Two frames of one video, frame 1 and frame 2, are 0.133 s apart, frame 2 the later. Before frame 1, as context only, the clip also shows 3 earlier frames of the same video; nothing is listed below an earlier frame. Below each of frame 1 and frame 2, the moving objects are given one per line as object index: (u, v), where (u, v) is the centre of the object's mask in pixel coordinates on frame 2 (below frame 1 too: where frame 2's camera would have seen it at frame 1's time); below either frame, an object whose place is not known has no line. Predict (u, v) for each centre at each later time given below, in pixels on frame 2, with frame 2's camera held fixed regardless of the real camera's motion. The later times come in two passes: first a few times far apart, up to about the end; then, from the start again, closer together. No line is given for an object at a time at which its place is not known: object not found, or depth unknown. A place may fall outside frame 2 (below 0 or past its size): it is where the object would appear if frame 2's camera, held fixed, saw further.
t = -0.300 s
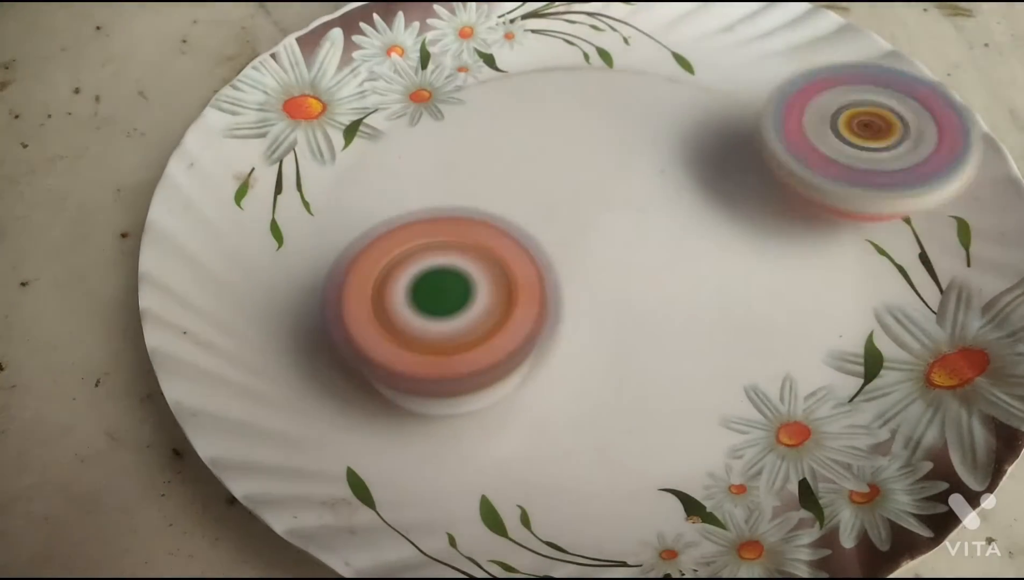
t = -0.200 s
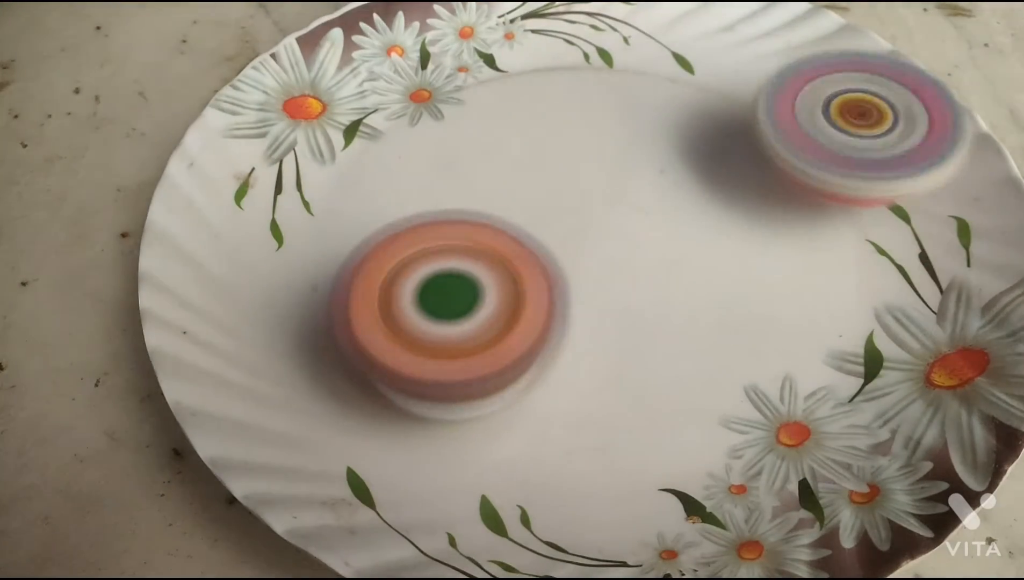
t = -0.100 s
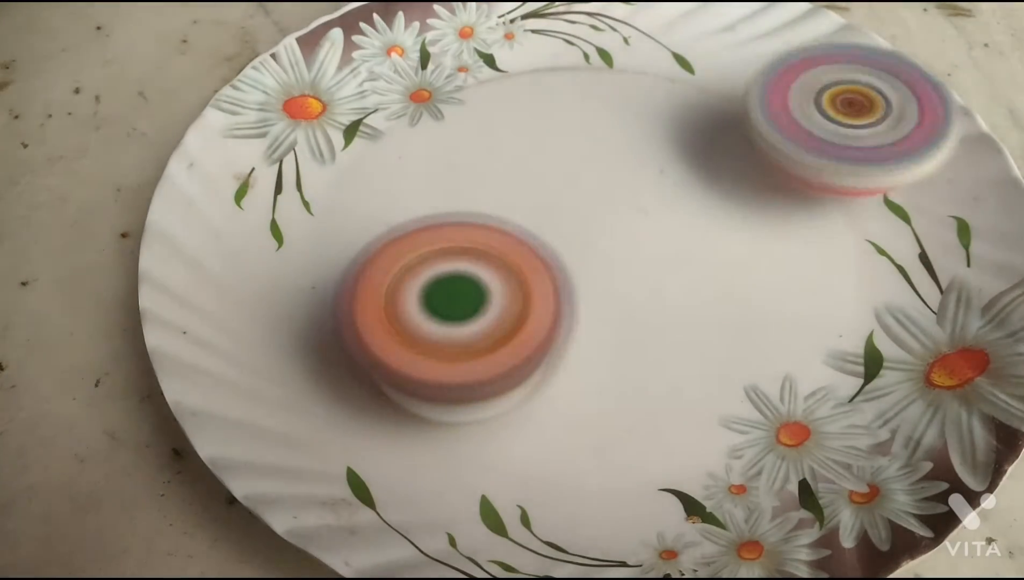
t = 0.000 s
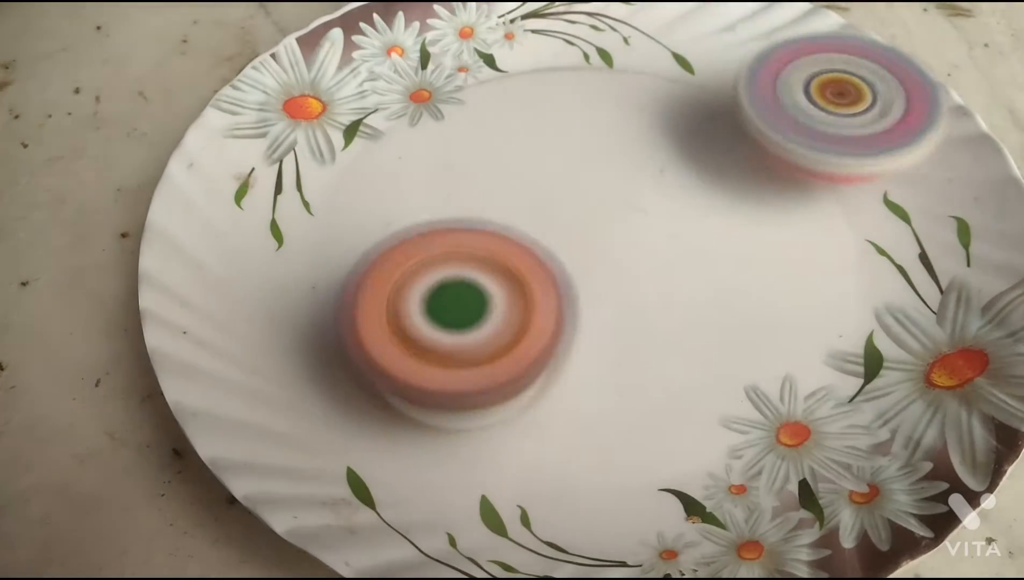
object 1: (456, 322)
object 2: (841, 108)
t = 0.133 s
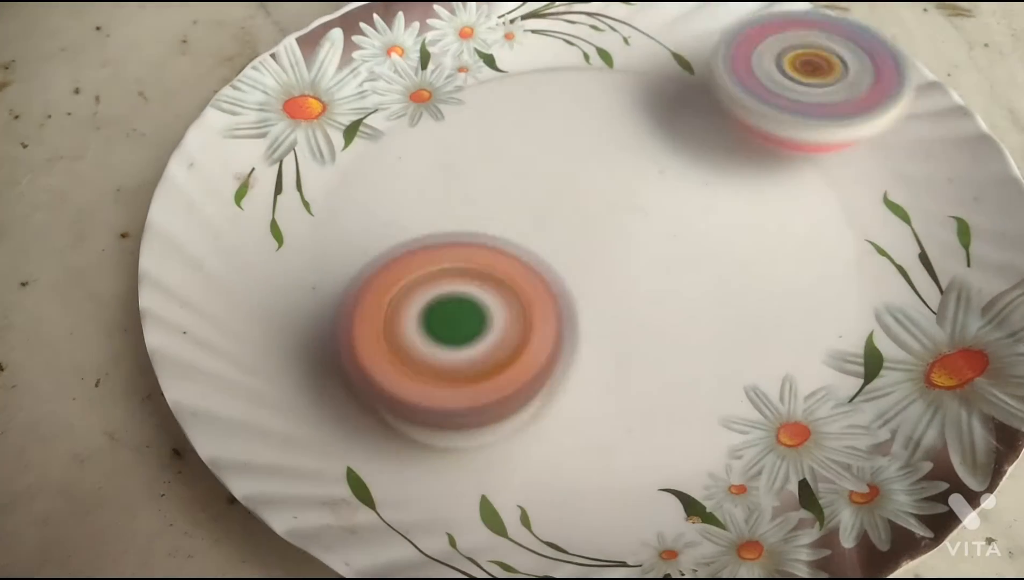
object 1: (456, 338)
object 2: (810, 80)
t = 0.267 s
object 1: (454, 357)
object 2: (788, 65)
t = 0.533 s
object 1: (453, 389)
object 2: (757, 54)
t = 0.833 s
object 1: (459, 399)
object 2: (724, 45)
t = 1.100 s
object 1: (465, 400)
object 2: (686, 39)
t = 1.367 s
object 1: (488, 405)
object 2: (662, 36)
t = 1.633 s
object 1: (527, 411)
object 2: (644, 35)
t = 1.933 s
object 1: (575, 411)
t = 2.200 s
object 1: (620, 414)
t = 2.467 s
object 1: (659, 410)
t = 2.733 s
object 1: (699, 408)
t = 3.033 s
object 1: (739, 402)
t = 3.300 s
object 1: (758, 393)
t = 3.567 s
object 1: (785, 385)
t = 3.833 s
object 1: (801, 378)
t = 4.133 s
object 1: (808, 371)
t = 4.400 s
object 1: (813, 371)
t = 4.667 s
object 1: (803, 382)
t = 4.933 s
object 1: (785, 393)
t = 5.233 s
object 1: (749, 406)
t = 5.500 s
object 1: (719, 417)
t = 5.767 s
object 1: (693, 426)
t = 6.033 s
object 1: (669, 430)
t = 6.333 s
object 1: (654, 424)
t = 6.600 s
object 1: (666, 424)
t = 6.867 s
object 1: (685, 423)
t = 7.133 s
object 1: (699, 416)
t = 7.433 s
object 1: (719, 405)
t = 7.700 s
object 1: (742, 408)
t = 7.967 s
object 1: (743, 404)
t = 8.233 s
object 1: (762, 398)
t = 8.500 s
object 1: (774, 396)
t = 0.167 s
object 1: (454, 343)
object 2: (803, 74)
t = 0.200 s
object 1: (455, 348)
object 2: (797, 69)
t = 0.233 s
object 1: (454, 352)
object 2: (792, 67)
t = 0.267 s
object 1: (454, 357)
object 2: (788, 65)
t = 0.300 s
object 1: (454, 361)
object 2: (784, 62)
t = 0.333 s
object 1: (454, 365)
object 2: (780, 60)
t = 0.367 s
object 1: (454, 372)
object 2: (775, 58)
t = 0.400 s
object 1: (453, 376)
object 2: (771, 57)
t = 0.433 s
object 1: (451, 379)
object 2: (769, 56)
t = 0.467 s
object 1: (452, 384)
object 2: (764, 55)
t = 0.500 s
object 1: (453, 387)
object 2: (761, 55)
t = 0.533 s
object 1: (453, 389)
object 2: (757, 54)
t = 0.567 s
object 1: (453, 393)
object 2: (753, 53)
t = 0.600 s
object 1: (455, 396)
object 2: (750, 52)
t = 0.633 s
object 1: (455, 397)
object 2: (746, 51)
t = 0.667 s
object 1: (455, 398)
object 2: (743, 50)
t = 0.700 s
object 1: (457, 400)
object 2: (740, 48)
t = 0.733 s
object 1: (458, 400)
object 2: (737, 47)
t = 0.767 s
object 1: (458, 399)
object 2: (733, 47)
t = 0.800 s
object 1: (458, 399)
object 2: (729, 46)
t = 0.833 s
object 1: (459, 399)
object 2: (724, 45)
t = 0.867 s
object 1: (460, 399)
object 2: (718, 43)
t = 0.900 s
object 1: (460, 398)
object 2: (714, 43)
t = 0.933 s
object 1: (460, 398)
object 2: (709, 42)
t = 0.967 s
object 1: (462, 399)
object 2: (704, 41)
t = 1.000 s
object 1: (464, 399)
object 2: (699, 40)
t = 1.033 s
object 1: (464, 399)
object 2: (695, 40)
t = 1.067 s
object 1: (465, 399)
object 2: (690, 40)
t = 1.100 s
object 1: (465, 400)
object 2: (686, 39)
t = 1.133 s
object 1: (467, 401)
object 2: (681, 38)
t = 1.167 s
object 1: (469, 401)
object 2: (677, 38)
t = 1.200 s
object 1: (472, 401)
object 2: (674, 37)
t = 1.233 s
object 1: (475, 401)
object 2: (671, 37)
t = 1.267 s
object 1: (477, 401)
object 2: (668, 37)
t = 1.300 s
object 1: (480, 403)
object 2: (666, 36)
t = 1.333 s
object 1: (484, 404)
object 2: (664, 36)
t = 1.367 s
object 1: (488, 405)
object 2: (662, 36)
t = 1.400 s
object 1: (491, 406)
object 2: (659, 36)
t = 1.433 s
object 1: (494, 407)
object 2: (657, 36)
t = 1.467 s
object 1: (498, 409)
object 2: (654, 36)
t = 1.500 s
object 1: (502, 411)
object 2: (653, 36)
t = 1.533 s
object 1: (509, 413)
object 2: (651, 36)
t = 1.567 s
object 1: (514, 413)
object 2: (649, 36)
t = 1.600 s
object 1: (521, 413)
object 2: (646, 36)
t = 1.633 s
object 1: (527, 411)
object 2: (644, 35)
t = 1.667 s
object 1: (532, 410)
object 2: (642, 35)
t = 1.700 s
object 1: (537, 409)
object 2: (640, 35)
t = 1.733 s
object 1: (542, 409)
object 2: (637, 35)
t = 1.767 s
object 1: (547, 410)
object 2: (635, 35)
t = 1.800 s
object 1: (553, 409)
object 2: (631, 35)
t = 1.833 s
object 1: (559, 410)
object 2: (629, 35)
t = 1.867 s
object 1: (564, 410)
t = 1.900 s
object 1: (570, 411)
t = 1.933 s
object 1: (575, 411)
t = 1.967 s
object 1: (583, 413)
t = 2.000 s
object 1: (589, 413)
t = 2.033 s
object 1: (595, 413)
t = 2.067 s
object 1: (601, 413)
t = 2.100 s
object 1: (605, 413)
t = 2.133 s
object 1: (610, 413)
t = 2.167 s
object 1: (616, 413)
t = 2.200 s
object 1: (620, 414)
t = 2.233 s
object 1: (626, 414)
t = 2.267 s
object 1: (631, 414)
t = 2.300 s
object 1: (636, 414)
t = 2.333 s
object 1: (641, 413)
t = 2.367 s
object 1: (646, 412)
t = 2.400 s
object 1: (651, 412)
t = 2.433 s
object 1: (655, 411)
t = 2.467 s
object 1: (659, 410)
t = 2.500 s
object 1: (665, 410)
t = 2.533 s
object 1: (669, 410)
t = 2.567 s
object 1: (674, 409)
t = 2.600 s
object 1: (680, 409)
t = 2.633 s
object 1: (686, 409)
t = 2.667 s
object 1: (692, 408)
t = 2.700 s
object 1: (695, 409)
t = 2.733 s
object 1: (699, 408)
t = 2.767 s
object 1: (703, 407)
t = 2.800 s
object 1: (706, 407)
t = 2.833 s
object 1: (711, 405)
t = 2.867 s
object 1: (715, 404)
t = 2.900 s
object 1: (720, 403)
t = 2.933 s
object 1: (724, 403)
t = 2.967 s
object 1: (729, 402)
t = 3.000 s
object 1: (733, 402)
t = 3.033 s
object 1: (739, 402)
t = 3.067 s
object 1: (744, 404)
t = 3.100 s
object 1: (747, 402)
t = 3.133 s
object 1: (750, 401)
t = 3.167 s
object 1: (751, 400)
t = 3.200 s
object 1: (752, 398)
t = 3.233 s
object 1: (753, 396)
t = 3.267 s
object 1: (756, 394)
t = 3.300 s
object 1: (758, 393)
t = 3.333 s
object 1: (763, 393)
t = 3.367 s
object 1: (767, 393)
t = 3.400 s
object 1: (771, 392)
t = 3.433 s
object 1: (773, 391)
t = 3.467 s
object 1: (775, 389)
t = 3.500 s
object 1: (778, 387)
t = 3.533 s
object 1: (781, 386)
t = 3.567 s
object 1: (785, 385)
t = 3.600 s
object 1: (791, 386)
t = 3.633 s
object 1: (793, 385)
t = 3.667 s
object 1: (794, 384)
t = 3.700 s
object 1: (793, 381)
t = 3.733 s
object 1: (794, 379)
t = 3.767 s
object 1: (796, 377)
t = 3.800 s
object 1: (800, 379)
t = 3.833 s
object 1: (801, 378)
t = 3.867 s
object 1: (800, 377)
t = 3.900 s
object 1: (798, 373)
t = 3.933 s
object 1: (798, 372)
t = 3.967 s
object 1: (801, 373)
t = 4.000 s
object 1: (803, 373)
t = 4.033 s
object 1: (803, 374)
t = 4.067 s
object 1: (802, 371)
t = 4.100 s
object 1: (802, 370)
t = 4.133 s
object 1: (808, 371)
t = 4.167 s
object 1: (811, 372)
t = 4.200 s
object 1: (810, 372)
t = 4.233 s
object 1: (809, 369)
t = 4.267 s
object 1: (811, 369)
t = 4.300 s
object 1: (814, 370)
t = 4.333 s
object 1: (815, 371)
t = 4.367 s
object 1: (813, 371)
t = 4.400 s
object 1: (813, 371)
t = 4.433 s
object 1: (814, 373)
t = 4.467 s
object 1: (811, 374)
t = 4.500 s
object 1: (809, 373)
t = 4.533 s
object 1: (810, 375)
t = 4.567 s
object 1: (811, 378)
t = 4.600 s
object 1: (805, 380)
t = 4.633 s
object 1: (801, 379)
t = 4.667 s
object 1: (803, 382)
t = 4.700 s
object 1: (801, 384)
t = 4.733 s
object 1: (794, 383)
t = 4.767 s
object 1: (792, 384)
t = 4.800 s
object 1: (793, 386)
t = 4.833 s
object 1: (789, 389)
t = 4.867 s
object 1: (785, 387)
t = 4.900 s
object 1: (786, 390)
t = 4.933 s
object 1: (785, 393)
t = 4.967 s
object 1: (777, 393)
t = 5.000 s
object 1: (774, 394)
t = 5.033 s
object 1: (774, 398)
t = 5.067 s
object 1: (767, 400)
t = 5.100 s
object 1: (763, 399)
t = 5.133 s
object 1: (762, 401)
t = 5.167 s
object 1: (759, 404)
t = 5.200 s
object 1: (751, 403)
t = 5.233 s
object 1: (749, 406)
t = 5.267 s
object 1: (747, 409)
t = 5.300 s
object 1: (738, 408)
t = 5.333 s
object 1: (736, 409)
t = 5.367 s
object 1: (738, 413)
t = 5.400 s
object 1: (729, 412)
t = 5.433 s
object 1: (727, 414)
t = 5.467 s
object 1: (726, 418)
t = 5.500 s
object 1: (719, 417)
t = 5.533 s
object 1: (718, 417)
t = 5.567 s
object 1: (716, 420)
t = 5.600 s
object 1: (707, 419)
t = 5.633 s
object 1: (707, 421)
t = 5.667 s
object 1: (705, 424)
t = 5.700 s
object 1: (697, 422)
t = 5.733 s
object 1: (698, 424)
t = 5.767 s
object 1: (693, 426)
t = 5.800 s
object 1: (689, 425)
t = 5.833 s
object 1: (691, 428)
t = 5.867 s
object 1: (684, 428)
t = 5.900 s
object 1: (683, 428)
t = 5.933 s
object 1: (682, 430)
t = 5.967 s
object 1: (672, 427)
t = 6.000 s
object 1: (674, 428)
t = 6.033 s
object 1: (669, 430)
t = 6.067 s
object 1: (664, 427)
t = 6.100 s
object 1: (666, 428)
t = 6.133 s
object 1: (658, 427)
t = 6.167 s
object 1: (661, 428)
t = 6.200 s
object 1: (659, 429)
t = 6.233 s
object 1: (654, 426)
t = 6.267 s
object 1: (658, 427)
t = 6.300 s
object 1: (651, 425)
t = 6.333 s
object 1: (654, 424)
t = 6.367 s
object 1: (655, 425)
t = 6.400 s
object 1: (651, 422)
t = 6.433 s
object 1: (657, 424)
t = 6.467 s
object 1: (653, 422)
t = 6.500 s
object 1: (658, 422)
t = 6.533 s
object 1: (657, 422)
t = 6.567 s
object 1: (660, 421)
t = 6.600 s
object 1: (666, 424)
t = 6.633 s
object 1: (663, 421)
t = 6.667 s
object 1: (671, 422)
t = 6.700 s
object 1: (669, 422)
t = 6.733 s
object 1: (677, 423)
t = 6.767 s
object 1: (677, 424)
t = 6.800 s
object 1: (681, 423)
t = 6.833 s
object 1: (684, 425)
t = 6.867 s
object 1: (685, 423)
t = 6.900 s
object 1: (691, 424)
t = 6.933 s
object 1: (687, 421)
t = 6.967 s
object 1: (693, 422)
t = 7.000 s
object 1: (690, 420)
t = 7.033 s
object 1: (696, 419)
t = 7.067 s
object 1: (695, 418)
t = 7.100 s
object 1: (699, 417)
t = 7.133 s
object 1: (699, 416)
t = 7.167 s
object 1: (702, 414)
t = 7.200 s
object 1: (702, 414)
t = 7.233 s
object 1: (706, 411)
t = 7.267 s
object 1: (710, 411)
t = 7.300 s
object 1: (710, 409)
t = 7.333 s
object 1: (715, 409)
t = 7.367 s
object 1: (714, 406)
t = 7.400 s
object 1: (720, 408)
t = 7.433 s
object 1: (719, 405)
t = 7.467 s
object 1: (726, 407)
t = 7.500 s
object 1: (724, 403)
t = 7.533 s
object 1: (732, 406)
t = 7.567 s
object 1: (730, 403)
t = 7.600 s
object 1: (739, 408)
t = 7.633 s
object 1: (735, 405)
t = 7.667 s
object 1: (745, 410)
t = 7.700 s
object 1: (742, 408)
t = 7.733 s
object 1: (750, 412)
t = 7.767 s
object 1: (744, 408)
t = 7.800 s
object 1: (749, 412)
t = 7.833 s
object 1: (744, 408)
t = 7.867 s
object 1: (747, 411)
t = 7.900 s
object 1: (744, 407)
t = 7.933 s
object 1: (744, 409)
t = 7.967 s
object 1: (743, 404)
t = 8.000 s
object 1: (744, 405)
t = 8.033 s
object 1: (746, 402)
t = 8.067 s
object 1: (746, 402)
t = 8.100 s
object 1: (751, 401)
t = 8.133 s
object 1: (748, 399)
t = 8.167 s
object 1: (755, 398)
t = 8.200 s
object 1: (752, 396)
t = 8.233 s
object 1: (762, 398)
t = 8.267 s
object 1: (759, 395)
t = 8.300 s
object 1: (769, 398)
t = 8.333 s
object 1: (767, 393)
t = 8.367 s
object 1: (774, 398)
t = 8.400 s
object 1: (775, 395)
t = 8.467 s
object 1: (780, 396)
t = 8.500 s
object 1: (774, 396)
